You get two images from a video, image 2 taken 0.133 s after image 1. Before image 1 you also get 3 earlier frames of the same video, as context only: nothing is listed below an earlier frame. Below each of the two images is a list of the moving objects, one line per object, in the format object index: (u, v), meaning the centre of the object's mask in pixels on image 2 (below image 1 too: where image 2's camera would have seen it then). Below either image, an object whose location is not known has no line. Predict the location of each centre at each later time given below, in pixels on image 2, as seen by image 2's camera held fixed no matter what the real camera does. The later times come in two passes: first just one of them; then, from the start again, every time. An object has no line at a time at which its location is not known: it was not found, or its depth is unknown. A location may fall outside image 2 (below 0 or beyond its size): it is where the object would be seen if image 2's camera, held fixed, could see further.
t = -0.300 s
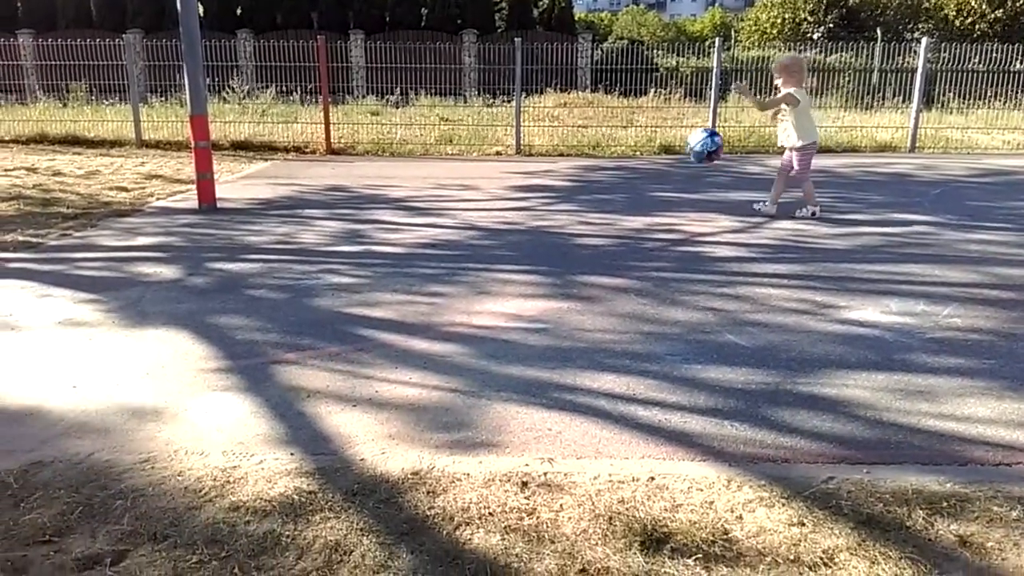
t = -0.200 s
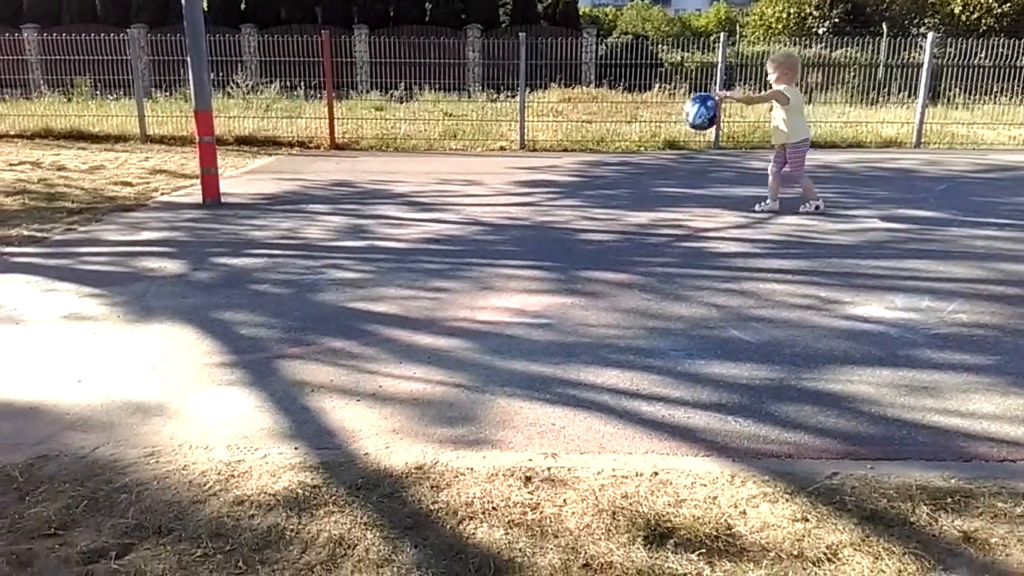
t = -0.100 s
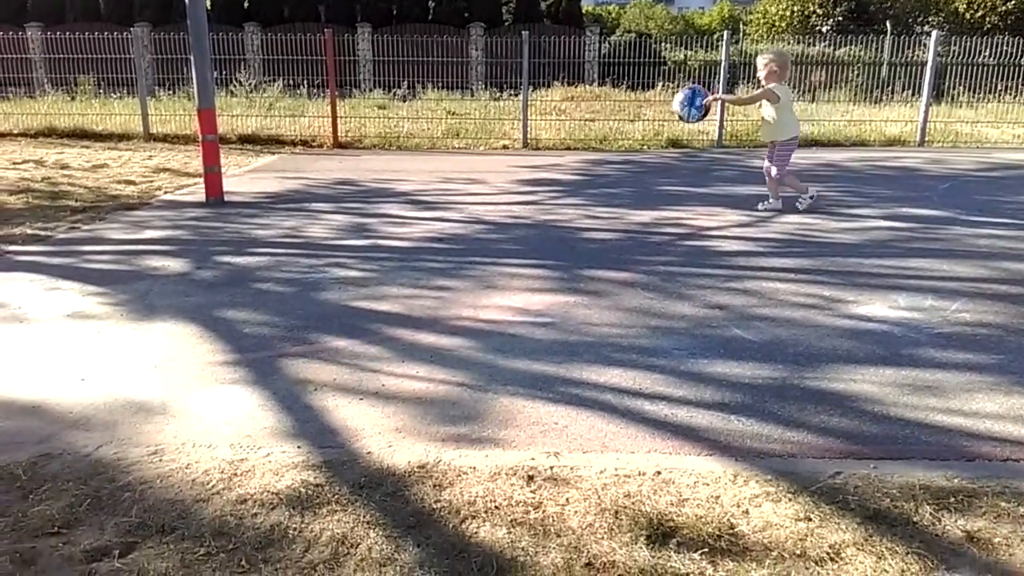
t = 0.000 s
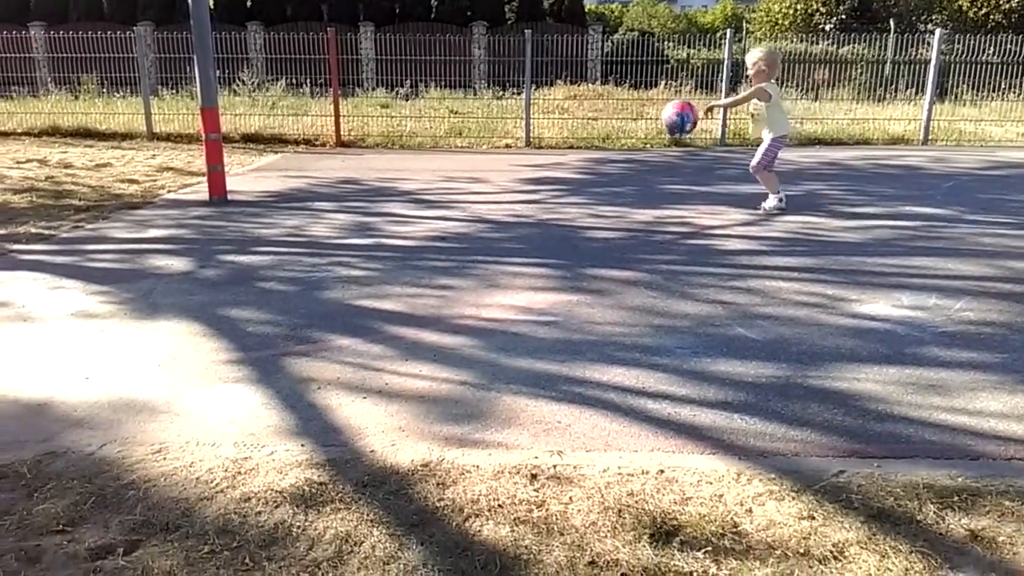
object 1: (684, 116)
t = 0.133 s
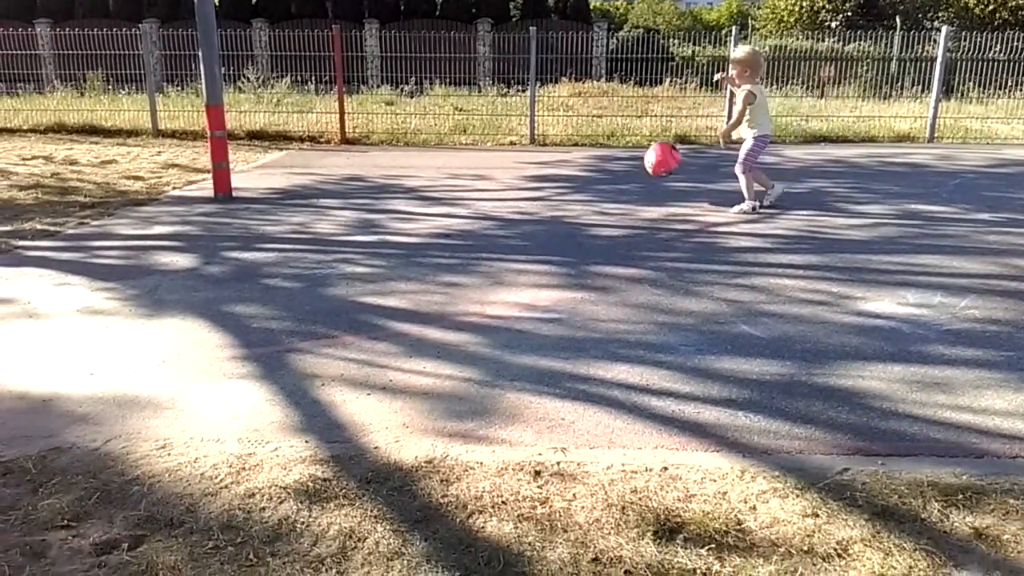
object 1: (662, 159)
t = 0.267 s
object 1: (647, 158)
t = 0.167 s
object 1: (657, 173)
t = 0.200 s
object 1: (653, 182)
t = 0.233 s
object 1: (650, 170)
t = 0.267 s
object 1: (647, 158)
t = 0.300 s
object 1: (644, 149)
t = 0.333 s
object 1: (642, 141)
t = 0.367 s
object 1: (640, 135)
